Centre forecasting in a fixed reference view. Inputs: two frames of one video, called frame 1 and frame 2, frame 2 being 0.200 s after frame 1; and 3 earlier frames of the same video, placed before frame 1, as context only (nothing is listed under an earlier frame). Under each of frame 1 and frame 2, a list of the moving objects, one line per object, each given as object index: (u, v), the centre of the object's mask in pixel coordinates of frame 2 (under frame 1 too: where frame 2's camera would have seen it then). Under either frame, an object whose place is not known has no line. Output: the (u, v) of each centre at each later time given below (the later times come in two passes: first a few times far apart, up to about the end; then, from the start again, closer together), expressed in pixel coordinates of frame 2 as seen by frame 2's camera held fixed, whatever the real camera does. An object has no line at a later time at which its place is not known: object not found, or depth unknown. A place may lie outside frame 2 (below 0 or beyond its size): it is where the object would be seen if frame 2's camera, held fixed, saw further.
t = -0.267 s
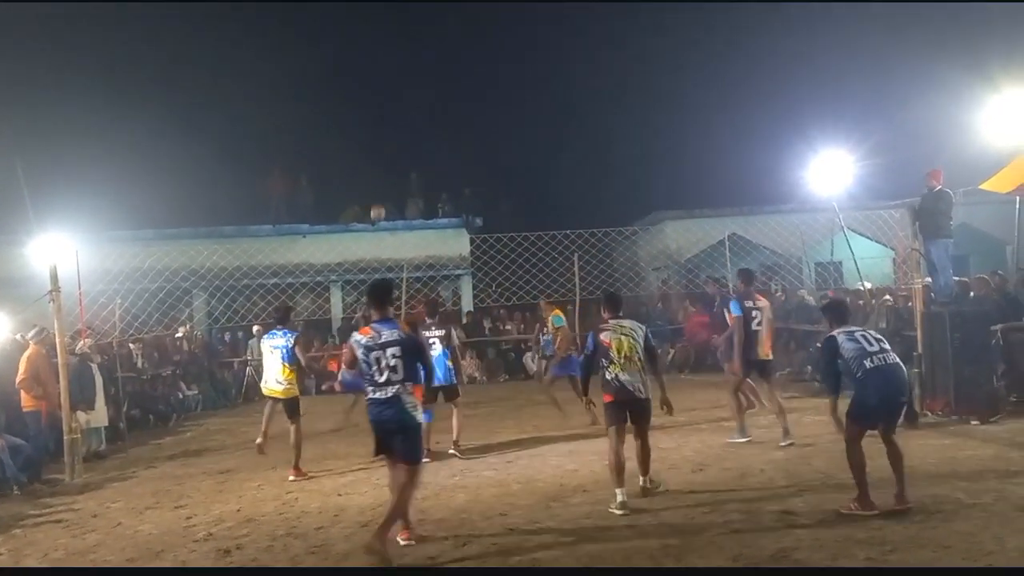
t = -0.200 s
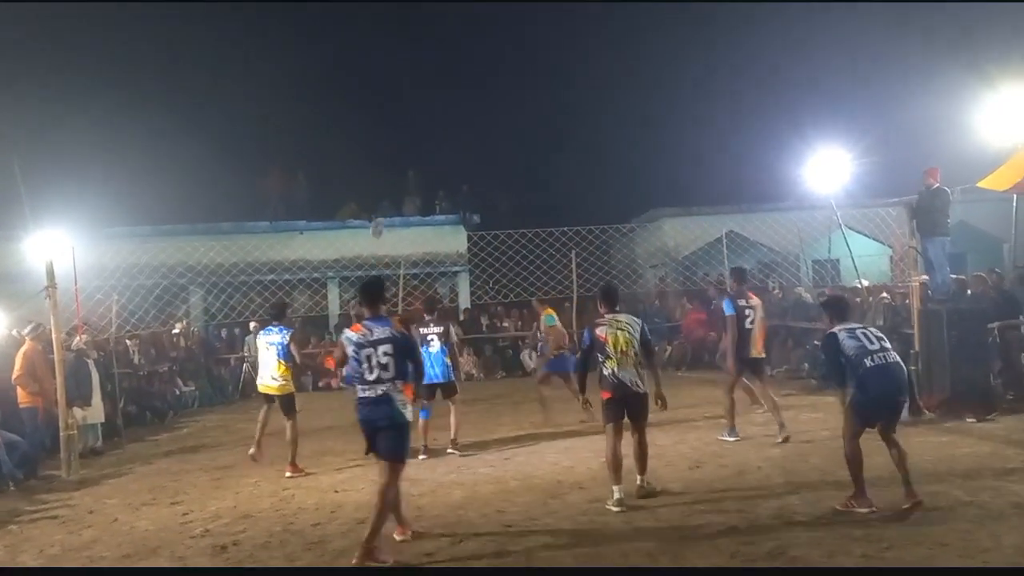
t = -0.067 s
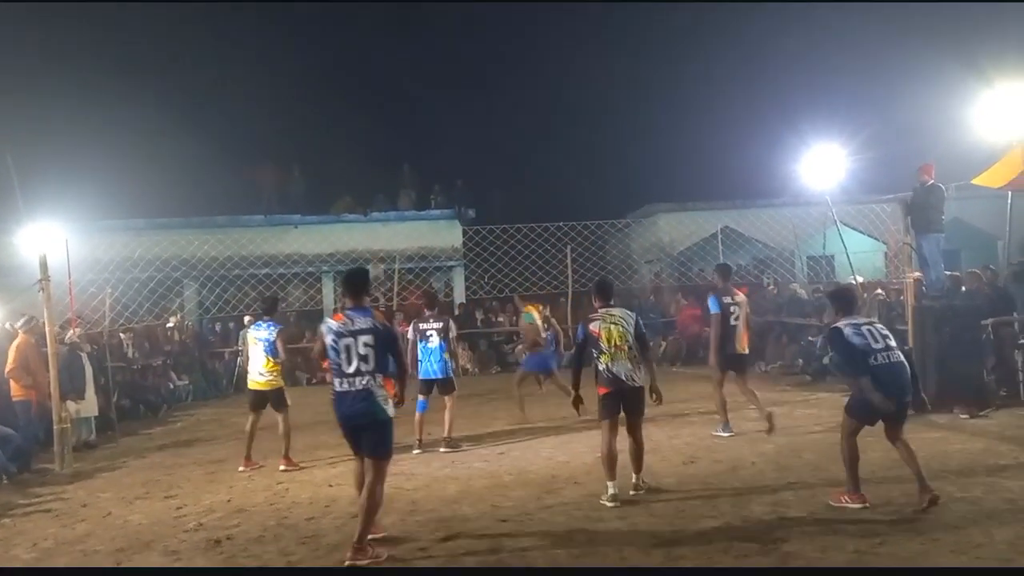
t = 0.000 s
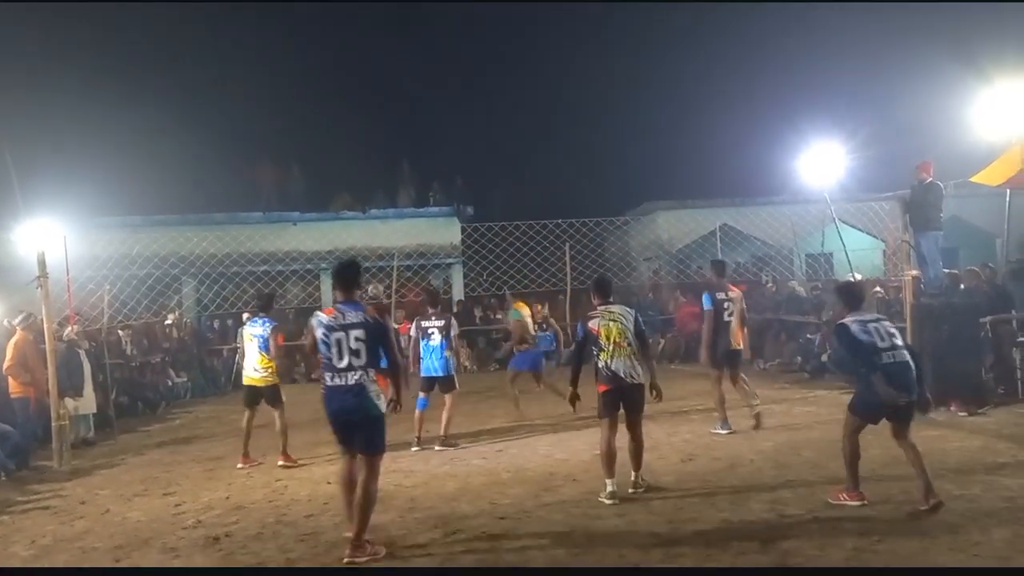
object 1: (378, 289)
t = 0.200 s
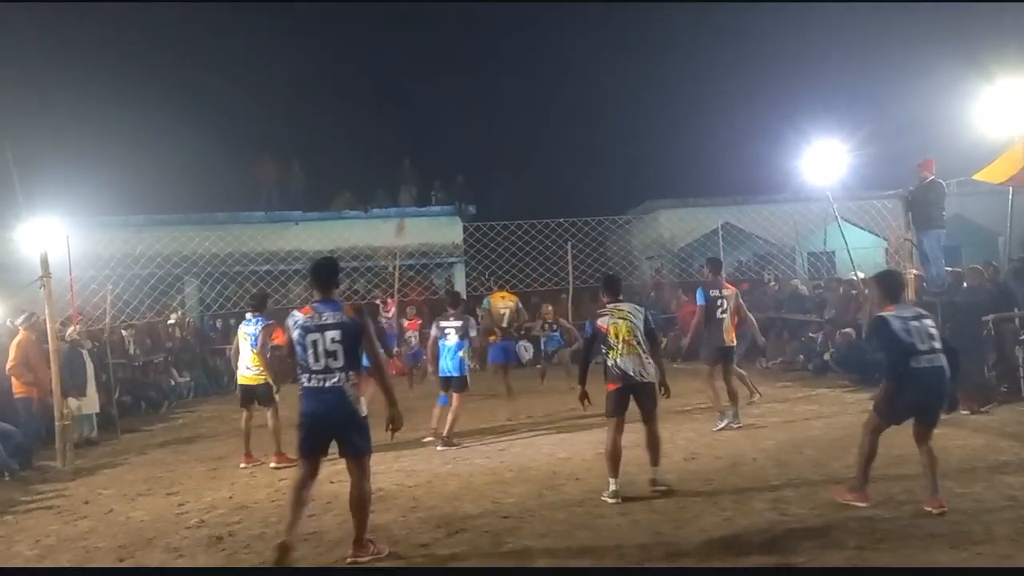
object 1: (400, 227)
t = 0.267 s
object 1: (409, 199)
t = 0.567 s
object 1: (455, 115)
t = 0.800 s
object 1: (494, 91)
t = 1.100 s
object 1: (550, 116)
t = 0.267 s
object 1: (409, 199)
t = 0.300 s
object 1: (415, 188)
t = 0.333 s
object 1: (420, 177)
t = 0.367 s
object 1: (424, 167)
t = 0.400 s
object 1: (429, 156)
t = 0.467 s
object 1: (440, 138)
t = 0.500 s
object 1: (445, 129)
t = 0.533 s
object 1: (450, 122)
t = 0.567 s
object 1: (455, 115)
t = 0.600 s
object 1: (460, 110)
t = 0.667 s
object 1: (471, 100)
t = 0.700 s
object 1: (477, 96)
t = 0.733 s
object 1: (482, 94)
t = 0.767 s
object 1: (488, 92)
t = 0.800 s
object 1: (494, 91)
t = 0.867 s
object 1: (506, 90)
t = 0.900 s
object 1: (512, 91)
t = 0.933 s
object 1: (518, 93)
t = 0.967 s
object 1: (524, 97)
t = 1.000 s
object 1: (530, 100)
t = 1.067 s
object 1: (543, 110)
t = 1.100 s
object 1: (550, 116)
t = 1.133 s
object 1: (557, 124)
